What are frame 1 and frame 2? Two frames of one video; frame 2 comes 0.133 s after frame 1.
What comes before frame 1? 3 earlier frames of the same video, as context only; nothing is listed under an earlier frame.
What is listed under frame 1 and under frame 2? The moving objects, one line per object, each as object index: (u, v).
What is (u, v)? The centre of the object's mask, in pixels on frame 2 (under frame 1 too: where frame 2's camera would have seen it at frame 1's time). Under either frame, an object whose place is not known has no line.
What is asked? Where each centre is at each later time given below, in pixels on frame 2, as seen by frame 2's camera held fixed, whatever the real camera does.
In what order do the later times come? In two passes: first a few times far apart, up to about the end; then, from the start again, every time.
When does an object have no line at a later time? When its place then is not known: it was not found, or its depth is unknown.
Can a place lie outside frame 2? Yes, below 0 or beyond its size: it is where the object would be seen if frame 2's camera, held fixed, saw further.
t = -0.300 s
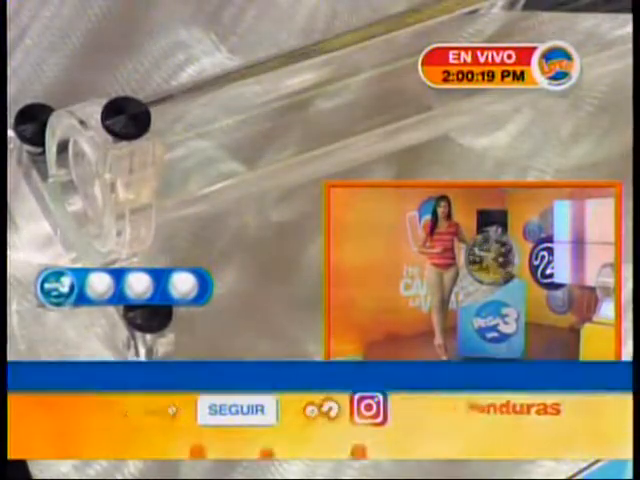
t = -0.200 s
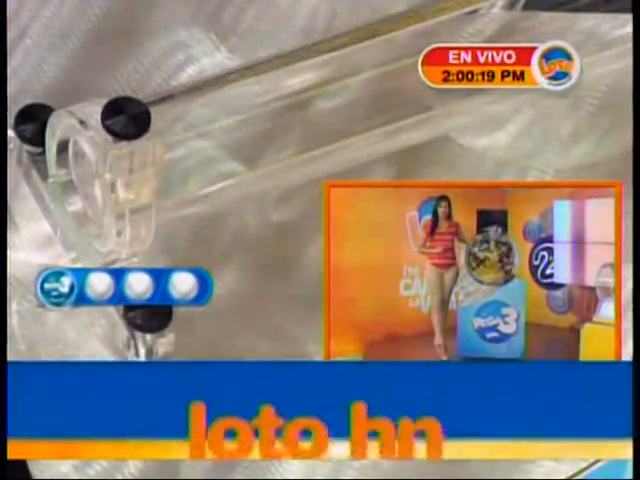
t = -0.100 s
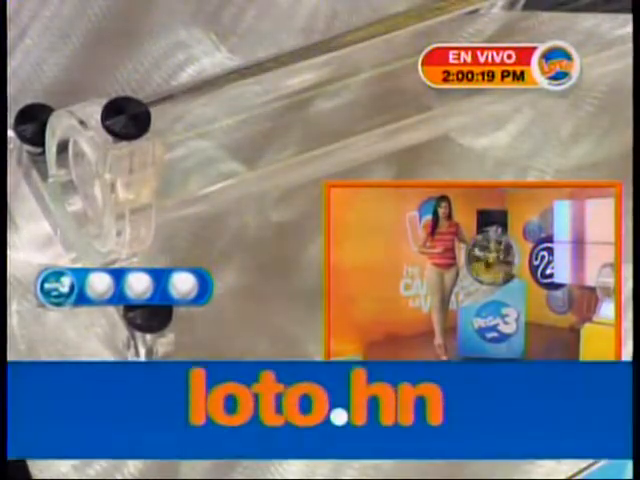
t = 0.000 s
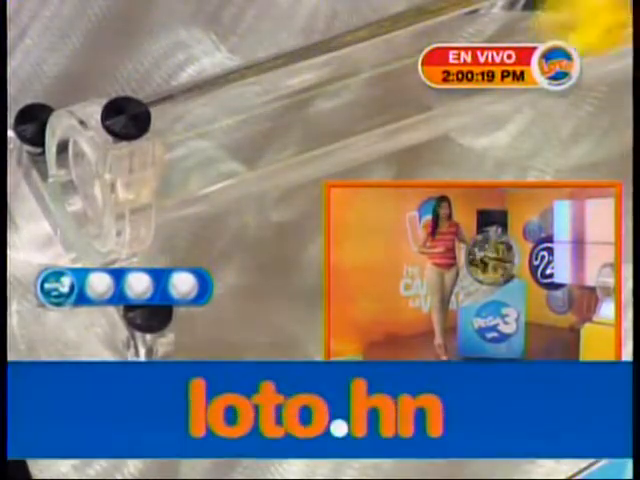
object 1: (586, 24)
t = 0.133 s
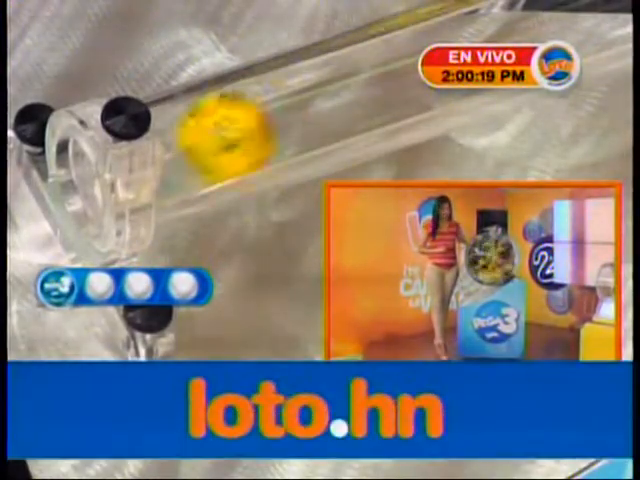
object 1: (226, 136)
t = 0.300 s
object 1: (239, 133)
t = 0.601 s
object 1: (191, 151)
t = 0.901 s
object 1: (191, 151)
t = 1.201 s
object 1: (192, 151)
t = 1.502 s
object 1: (192, 151)
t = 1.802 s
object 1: (191, 151)
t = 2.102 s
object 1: (191, 151)
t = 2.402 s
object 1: (191, 151)
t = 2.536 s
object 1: (191, 151)
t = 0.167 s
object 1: (245, 130)
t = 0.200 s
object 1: (257, 126)
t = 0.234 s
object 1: (259, 126)
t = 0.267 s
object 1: (254, 129)
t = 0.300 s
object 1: (239, 133)
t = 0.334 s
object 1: (224, 139)
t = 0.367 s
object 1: (203, 146)
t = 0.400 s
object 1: (192, 150)
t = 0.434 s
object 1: (194, 150)
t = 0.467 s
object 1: (193, 150)
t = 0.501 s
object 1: (191, 150)
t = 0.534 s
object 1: (191, 150)
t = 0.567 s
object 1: (192, 151)
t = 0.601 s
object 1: (191, 151)
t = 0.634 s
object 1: (191, 151)
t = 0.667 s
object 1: (191, 151)
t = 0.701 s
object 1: (191, 151)
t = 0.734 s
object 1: (191, 151)
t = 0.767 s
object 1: (191, 151)
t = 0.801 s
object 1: (191, 151)
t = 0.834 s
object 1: (191, 151)
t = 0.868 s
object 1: (191, 151)
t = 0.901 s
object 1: (191, 151)
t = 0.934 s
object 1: (191, 151)
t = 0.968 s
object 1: (191, 151)
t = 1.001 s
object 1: (191, 151)
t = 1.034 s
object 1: (191, 151)
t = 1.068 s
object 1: (191, 151)
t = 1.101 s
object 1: (191, 151)
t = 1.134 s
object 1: (191, 151)
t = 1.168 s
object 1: (191, 151)
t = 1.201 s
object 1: (192, 151)
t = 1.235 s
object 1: (191, 151)
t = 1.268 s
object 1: (192, 151)
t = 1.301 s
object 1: (192, 151)
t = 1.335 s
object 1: (192, 151)
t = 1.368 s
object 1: (191, 151)
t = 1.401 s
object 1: (192, 151)
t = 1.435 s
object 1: (192, 151)
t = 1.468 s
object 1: (192, 151)
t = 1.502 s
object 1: (192, 151)
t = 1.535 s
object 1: (191, 151)
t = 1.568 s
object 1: (192, 151)
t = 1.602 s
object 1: (192, 151)
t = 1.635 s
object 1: (192, 151)
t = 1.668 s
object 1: (192, 151)
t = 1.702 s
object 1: (192, 151)
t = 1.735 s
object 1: (192, 151)
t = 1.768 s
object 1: (191, 151)
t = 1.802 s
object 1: (191, 151)
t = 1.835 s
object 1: (191, 151)
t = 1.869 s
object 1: (191, 151)
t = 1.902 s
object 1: (191, 151)
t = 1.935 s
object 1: (191, 151)
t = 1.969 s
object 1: (191, 151)
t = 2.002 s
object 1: (191, 151)
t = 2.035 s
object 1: (191, 151)
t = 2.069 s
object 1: (191, 151)
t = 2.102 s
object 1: (191, 151)
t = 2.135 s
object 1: (191, 151)
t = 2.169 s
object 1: (191, 151)
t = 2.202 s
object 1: (191, 151)
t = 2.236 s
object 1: (191, 151)
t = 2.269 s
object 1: (191, 151)
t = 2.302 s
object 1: (191, 151)
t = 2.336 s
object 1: (191, 151)
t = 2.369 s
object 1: (191, 151)
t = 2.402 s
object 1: (191, 151)
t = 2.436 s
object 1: (191, 151)
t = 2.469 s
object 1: (191, 151)
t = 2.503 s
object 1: (191, 151)
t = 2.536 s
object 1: (191, 151)
